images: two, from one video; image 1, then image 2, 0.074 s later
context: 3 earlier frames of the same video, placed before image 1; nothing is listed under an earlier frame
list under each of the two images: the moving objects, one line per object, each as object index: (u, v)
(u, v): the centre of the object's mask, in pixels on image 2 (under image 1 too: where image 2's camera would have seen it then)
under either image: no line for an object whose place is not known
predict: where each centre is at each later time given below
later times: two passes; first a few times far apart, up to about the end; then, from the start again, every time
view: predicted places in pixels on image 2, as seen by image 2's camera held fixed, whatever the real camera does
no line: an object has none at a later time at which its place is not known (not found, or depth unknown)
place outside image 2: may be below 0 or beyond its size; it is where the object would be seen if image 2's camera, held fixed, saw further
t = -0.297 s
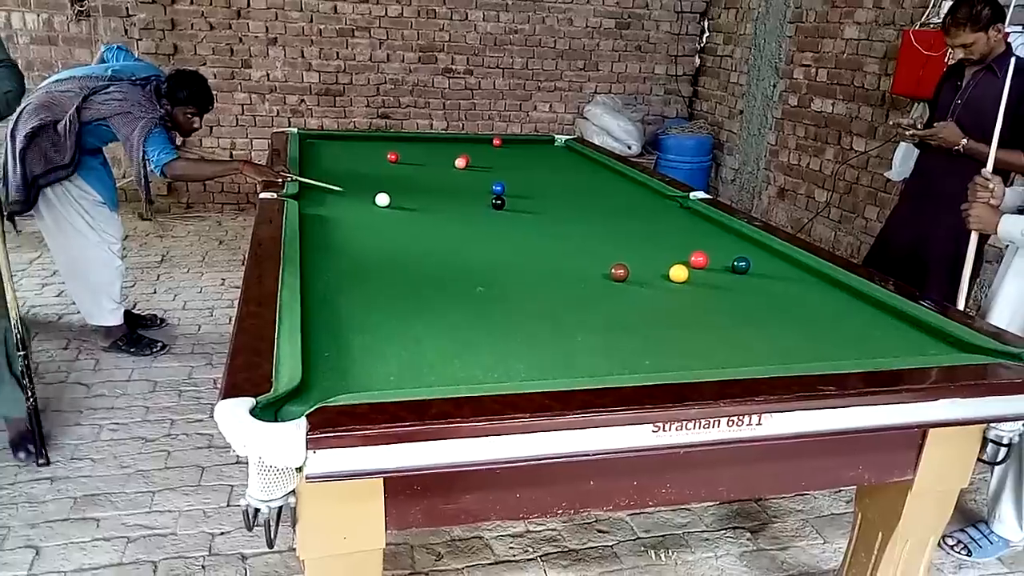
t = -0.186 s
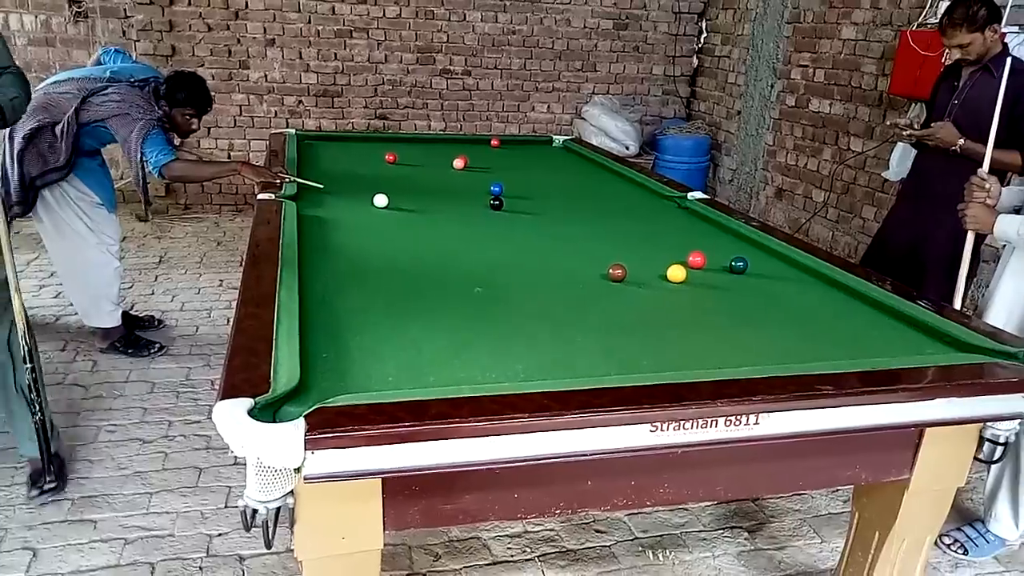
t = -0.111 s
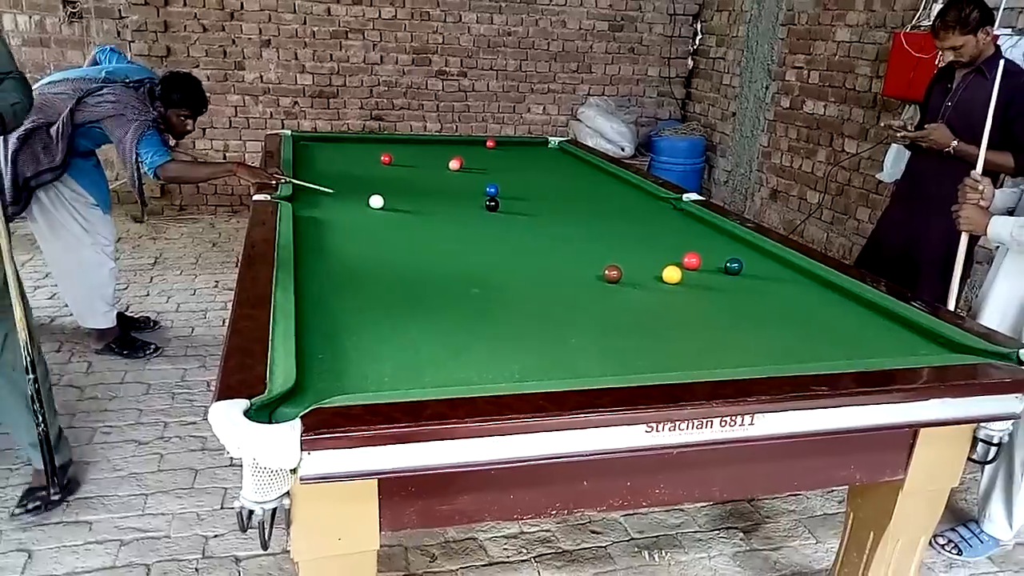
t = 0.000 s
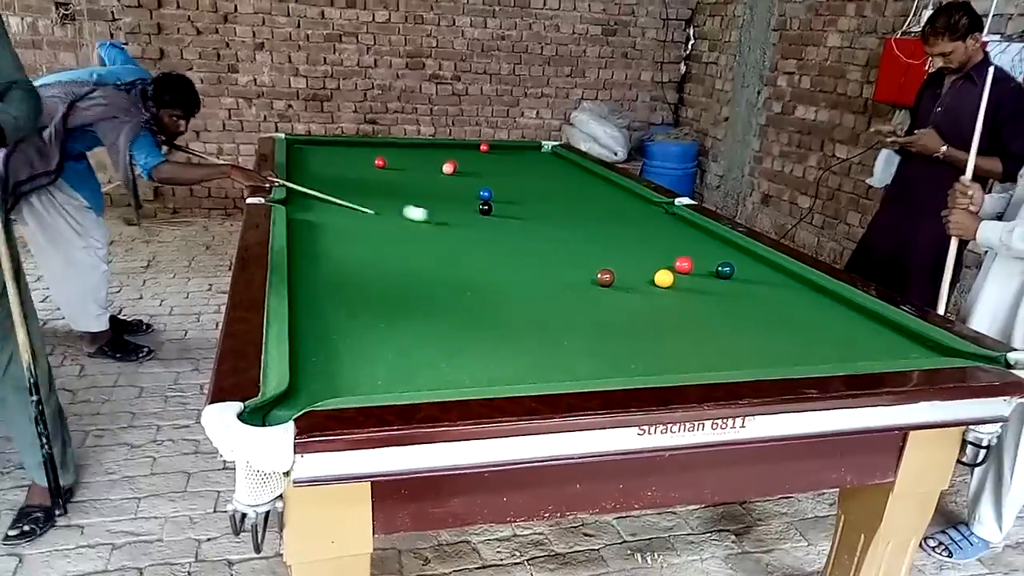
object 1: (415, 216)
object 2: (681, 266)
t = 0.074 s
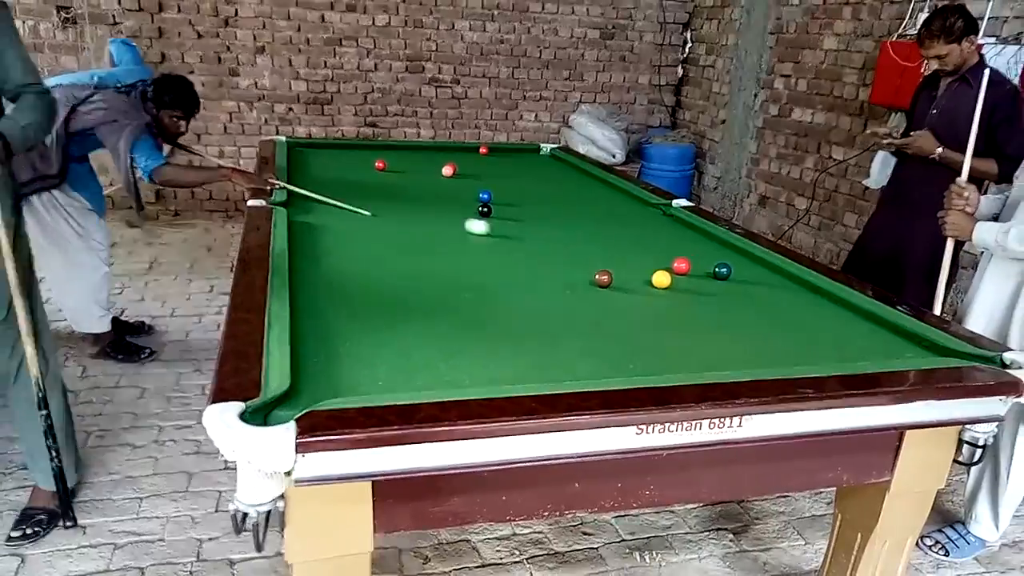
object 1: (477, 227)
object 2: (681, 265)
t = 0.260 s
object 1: (628, 254)
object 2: (682, 265)
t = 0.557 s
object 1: (749, 260)
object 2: (780, 303)
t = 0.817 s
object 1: (703, 264)
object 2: (900, 347)
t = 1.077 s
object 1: (636, 268)
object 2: (886, 327)
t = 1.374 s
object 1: (559, 273)
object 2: (801, 298)
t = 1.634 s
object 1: (489, 278)
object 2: (739, 278)
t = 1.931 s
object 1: (405, 283)
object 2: (707, 273)
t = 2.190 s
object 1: (329, 288)
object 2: (685, 270)
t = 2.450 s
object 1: (334, 290)
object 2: (667, 266)
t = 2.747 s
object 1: (400, 290)
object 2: (648, 266)
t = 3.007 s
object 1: (453, 290)
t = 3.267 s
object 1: (500, 290)
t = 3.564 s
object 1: (549, 290)
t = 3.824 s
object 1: (587, 290)
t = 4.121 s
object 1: (626, 289)
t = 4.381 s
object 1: (656, 290)
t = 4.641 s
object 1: (683, 289)
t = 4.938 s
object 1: (709, 288)
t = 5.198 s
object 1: (730, 288)
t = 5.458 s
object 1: (747, 288)
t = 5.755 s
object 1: (762, 288)
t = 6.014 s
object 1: (773, 288)
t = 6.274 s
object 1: (780, 288)
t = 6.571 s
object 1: (783, 287)
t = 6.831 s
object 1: (785, 287)
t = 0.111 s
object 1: (508, 232)
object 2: (681, 265)
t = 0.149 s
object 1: (538, 238)
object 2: (681, 265)
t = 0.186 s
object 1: (569, 243)
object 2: (681, 265)
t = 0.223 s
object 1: (598, 249)
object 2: (681, 266)
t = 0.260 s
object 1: (628, 254)
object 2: (682, 265)
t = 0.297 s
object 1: (656, 259)
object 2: (682, 265)
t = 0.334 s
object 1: (676, 261)
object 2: (691, 269)
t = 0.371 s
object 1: (688, 260)
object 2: (707, 275)
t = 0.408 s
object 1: (700, 260)
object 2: (722, 281)
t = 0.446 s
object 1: (712, 259)
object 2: (737, 286)
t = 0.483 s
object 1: (725, 259)
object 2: (751, 292)
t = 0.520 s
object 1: (737, 260)
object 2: (765, 297)
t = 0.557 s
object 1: (749, 260)
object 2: (780, 303)
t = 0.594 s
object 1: (759, 260)
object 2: (795, 308)
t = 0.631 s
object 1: (750, 260)
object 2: (811, 315)
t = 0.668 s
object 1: (741, 261)
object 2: (828, 321)
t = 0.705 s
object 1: (733, 261)
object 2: (846, 327)
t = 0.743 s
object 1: (722, 260)
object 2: (863, 334)
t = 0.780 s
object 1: (712, 262)
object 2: (881, 340)
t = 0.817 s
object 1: (703, 264)
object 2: (900, 347)
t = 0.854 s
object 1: (694, 264)
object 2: (920, 351)
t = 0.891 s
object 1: (685, 265)
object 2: (927, 350)
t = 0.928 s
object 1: (676, 266)
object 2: (919, 347)
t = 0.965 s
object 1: (666, 265)
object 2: (913, 341)
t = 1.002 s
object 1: (655, 266)
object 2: (907, 336)
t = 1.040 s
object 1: (646, 267)
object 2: (898, 331)
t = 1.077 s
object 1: (636, 268)
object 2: (886, 327)
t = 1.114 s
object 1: (627, 269)
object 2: (875, 323)
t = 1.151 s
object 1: (618, 269)
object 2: (863, 319)
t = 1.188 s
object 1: (610, 267)
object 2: (852, 315)
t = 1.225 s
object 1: (596, 269)
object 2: (841, 312)
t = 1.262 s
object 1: (587, 271)
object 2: (831, 308)
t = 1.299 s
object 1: (578, 272)
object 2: (820, 305)
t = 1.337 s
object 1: (569, 272)
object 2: (811, 301)
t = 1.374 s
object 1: (559, 273)
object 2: (801, 298)
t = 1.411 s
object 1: (550, 273)
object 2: (792, 295)
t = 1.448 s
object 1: (539, 274)
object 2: (782, 292)
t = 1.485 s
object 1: (529, 275)
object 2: (773, 288)
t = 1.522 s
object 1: (519, 276)
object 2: (764, 285)
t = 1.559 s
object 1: (509, 276)
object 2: (756, 283)
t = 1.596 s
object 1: (499, 277)
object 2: (747, 280)
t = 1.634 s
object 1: (489, 278)
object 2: (739, 278)
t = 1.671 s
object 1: (479, 278)
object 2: (733, 276)
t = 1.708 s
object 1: (469, 279)
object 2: (730, 275)
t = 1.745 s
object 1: (459, 279)
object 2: (726, 275)
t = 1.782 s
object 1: (448, 280)
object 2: (722, 275)
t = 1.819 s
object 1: (437, 281)
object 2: (718, 274)
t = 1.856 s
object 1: (427, 281)
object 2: (715, 273)
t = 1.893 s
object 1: (416, 282)
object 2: (711, 273)
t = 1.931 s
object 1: (405, 283)
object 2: (707, 273)
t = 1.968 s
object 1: (394, 284)
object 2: (704, 272)
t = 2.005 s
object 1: (384, 284)
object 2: (701, 272)
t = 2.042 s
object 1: (373, 285)
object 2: (698, 272)
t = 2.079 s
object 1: (362, 285)
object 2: (694, 271)
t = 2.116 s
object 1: (351, 286)
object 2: (691, 271)
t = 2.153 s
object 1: (340, 287)
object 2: (688, 271)
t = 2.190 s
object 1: (329, 288)
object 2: (685, 270)
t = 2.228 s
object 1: (319, 288)
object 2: (682, 270)
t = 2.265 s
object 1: (307, 289)
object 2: (680, 270)
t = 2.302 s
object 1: (299, 290)
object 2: (677, 269)
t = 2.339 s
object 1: (307, 289)
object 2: (675, 269)
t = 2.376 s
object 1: (316, 289)
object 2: (672, 268)
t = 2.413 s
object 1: (325, 289)
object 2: (670, 267)
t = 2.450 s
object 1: (334, 290)
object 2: (667, 266)
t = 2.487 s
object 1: (343, 290)
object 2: (664, 266)
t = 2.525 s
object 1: (351, 290)
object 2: (662, 266)
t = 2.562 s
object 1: (359, 290)
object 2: (659, 266)
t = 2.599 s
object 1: (368, 290)
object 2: (656, 266)
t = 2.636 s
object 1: (376, 290)
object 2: (654, 265)
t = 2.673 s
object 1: (384, 289)
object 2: (651, 266)
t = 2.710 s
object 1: (392, 290)
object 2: (649, 266)
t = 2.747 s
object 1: (400, 290)
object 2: (648, 266)
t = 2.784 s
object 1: (408, 290)
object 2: (646, 266)
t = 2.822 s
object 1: (416, 290)
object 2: (644, 266)
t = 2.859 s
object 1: (423, 290)
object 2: (642, 266)
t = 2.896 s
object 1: (431, 290)
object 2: (640, 266)
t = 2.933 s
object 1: (438, 290)
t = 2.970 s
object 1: (446, 290)
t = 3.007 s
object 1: (453, 290)
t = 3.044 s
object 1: (460, 289)
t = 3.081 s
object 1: (467, 289)
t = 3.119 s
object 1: (473, 290)
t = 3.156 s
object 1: (480, 290)
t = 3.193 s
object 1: (487, 290)
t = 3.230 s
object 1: (494, 290)
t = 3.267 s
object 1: (500, 290)
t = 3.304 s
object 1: (506, 290)
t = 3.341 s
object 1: (513, 290)
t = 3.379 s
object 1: (519, 290)
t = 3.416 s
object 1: (525, 290)
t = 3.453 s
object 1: (531, 290)
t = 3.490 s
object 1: (537, 290)
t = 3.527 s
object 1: (543, 290)
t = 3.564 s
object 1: (549, 290)
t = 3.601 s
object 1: (554, 290)
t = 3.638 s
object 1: (560, 290)
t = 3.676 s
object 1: (566, 290)
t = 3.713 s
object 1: (571, 290)
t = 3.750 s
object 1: (576, 289)
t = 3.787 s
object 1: (582, 289)
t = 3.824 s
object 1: (587, 290)
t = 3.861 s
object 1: (592, 289)
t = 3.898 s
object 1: (597, 289)
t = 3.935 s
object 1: (602, 289)
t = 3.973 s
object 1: (607, 289)
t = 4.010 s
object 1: (612, 289)
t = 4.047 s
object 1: (616, 289)
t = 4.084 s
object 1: (621, 289)
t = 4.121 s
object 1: (626, 289)
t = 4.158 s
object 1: (630, 289)
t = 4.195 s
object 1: (635, 289)
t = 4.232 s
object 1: (639, 290)
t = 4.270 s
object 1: (643, 290)
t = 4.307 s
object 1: (648, 290)
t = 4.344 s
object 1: (652, 290)
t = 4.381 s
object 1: (656, 290)
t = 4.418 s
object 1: (660, 290)
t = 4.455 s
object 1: (664, 289)
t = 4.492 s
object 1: (668, 289)
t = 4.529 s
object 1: (672, 289)
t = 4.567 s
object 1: (675, 289)
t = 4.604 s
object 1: (679, 289)
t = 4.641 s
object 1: (683, 289)
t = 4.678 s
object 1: (686, 289)
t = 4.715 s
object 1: (690, 289)
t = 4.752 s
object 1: (693, 289)
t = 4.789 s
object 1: (697, 289)
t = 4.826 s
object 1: (700, 289)
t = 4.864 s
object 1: (703, 288)
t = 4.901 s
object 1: (706, 288)
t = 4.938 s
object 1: (709, 288)
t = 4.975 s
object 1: (712, 288)
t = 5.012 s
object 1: (716, 288)
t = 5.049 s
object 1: (718, 288)
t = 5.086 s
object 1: (721, 288)
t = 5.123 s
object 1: (724, 288)
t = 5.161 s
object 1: (727, 288)
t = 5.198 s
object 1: (730, 288)
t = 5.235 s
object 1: (732, 288)
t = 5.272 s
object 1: (735, 288)
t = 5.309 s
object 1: (737, 288)
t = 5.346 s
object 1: (739, 288)
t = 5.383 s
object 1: (742, 288)
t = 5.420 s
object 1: (744, 288)
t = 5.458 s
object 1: (747, 288)
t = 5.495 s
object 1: (749, 288)
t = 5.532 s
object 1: (751, 288)
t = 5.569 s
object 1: (753, 288)
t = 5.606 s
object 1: (755, 288)
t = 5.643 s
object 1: (757, 288)
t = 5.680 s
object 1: (758, 288)
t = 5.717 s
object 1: (760, 288)
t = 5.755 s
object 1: (762, 288)
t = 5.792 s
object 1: (764, 288)
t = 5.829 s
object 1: (765, 288)
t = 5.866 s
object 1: (767, 288)
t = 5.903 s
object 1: (768, 288)
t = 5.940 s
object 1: (770, 288)
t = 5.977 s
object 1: (771, 288)
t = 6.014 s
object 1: (773, 288)
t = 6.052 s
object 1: (774, 288)
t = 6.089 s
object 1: (775, 288)
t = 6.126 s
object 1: (776, 288)
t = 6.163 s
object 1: (777, 288)
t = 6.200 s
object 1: (778, 288)
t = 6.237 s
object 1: (779, 288)
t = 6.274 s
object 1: (780, 288)
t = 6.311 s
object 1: (780, 288)
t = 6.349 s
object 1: (781, 287)
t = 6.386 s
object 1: (782, 287)
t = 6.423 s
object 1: (782, 287)
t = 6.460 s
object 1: (783, 287)
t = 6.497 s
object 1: (783, 287)
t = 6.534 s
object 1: (783, 287)
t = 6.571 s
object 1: (783, 287)
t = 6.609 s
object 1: (784, 287)
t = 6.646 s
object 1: (784, 287)
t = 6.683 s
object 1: (785, 287)
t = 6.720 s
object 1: (785, 287)
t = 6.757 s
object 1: (785, 287)
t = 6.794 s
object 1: (785, 287)
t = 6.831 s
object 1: (785, 287)
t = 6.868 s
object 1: (786, 287)
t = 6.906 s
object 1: (786, 287)
